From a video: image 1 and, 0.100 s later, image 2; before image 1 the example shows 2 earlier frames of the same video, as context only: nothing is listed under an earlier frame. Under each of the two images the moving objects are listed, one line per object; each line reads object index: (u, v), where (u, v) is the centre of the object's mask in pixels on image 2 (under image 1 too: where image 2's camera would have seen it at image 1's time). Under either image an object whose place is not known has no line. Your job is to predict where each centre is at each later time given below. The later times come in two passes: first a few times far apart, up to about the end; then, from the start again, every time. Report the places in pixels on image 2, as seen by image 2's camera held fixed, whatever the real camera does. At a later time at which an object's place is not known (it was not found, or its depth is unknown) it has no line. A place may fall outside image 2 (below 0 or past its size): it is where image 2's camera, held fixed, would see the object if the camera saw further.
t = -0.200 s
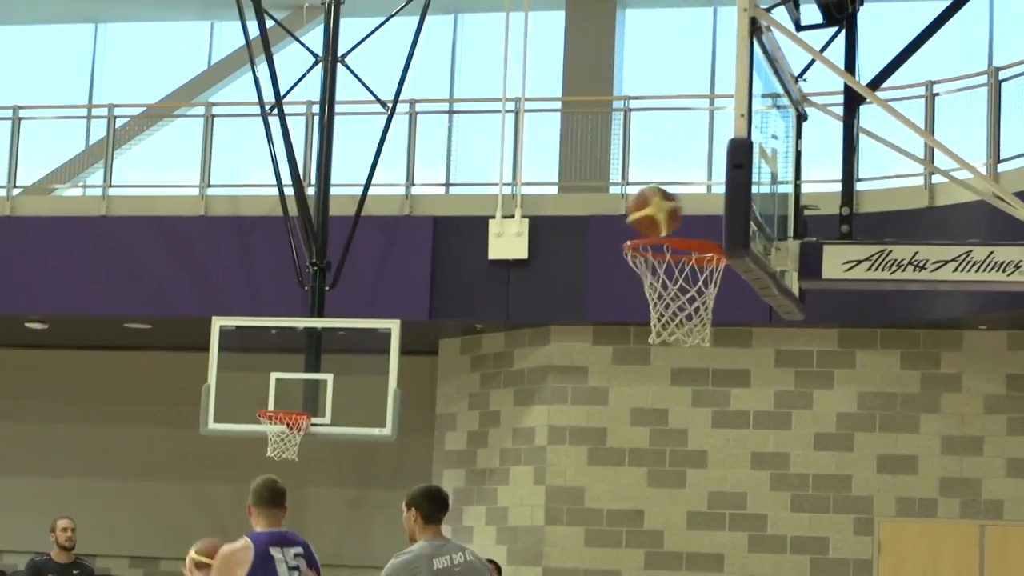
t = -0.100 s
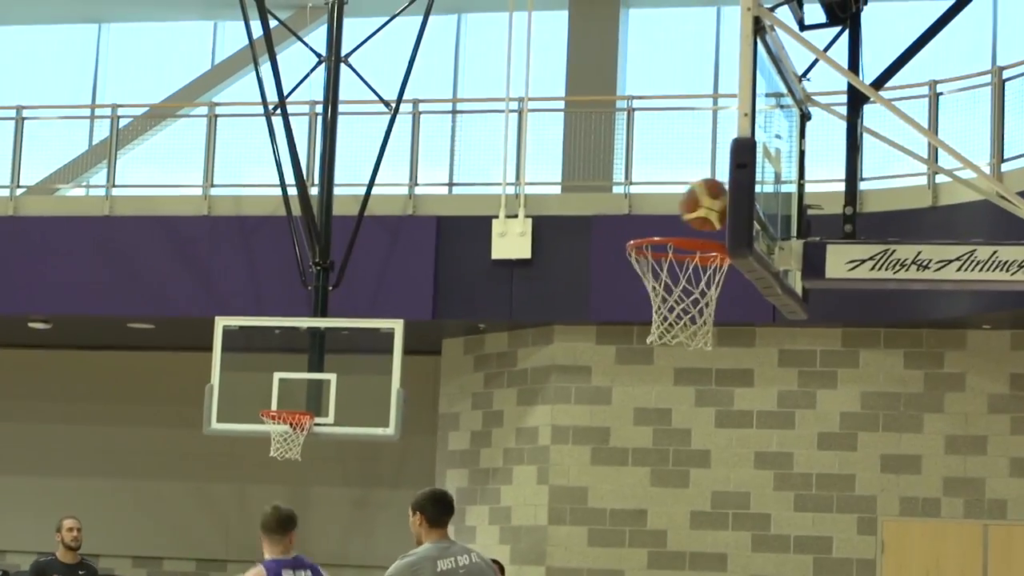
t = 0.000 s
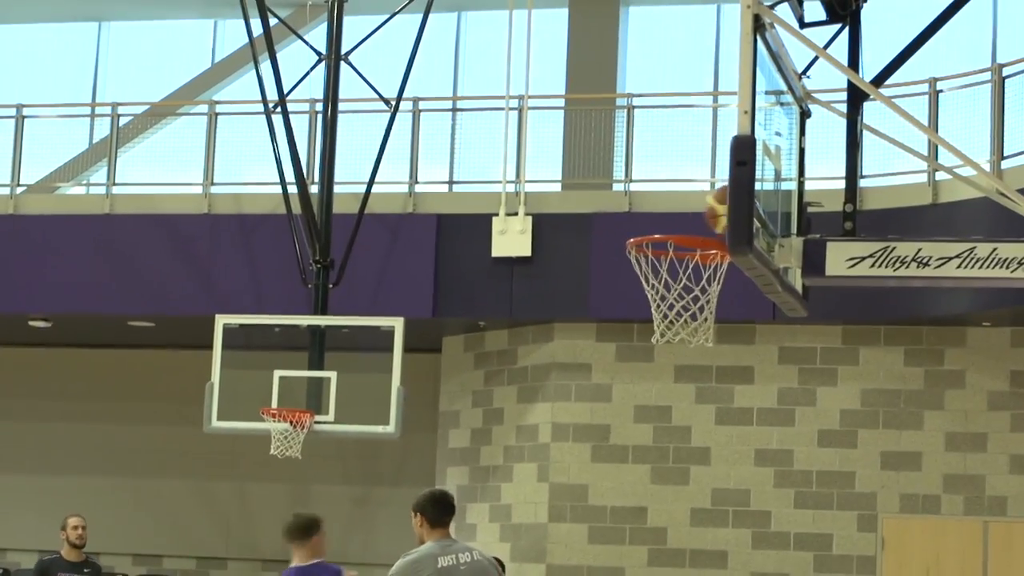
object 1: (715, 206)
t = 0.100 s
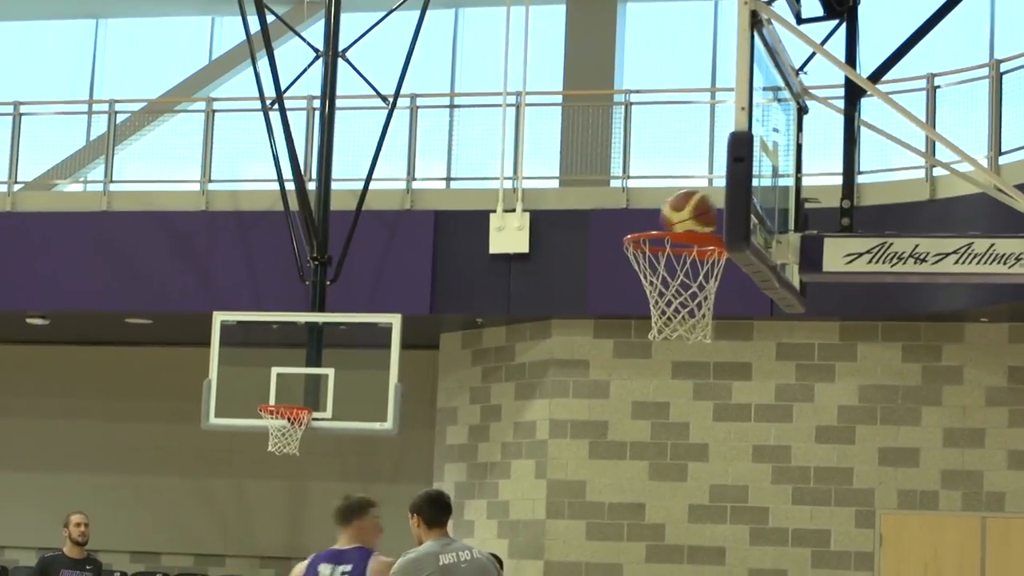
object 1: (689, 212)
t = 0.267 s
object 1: (671, 269)
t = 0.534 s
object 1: (723, 439)
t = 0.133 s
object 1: (675, 217)
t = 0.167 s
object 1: (661, 234)
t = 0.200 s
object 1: (651, 248)
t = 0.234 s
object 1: (660, 260)
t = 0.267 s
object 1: (671, 269)
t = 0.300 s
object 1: (678, 285)
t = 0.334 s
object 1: (688, 305)
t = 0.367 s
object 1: (693, 323)
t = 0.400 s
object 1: (701, 346)
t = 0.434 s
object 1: (707, 362)
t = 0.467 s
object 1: (711, 383)
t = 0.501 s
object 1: (717, 410)
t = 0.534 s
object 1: (723, 439)
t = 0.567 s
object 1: (729, 471)
